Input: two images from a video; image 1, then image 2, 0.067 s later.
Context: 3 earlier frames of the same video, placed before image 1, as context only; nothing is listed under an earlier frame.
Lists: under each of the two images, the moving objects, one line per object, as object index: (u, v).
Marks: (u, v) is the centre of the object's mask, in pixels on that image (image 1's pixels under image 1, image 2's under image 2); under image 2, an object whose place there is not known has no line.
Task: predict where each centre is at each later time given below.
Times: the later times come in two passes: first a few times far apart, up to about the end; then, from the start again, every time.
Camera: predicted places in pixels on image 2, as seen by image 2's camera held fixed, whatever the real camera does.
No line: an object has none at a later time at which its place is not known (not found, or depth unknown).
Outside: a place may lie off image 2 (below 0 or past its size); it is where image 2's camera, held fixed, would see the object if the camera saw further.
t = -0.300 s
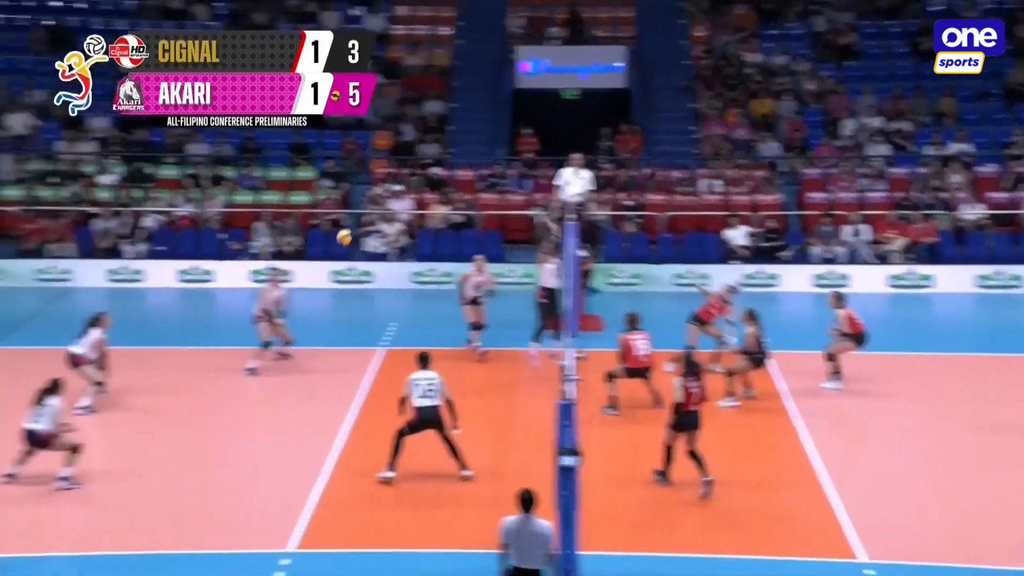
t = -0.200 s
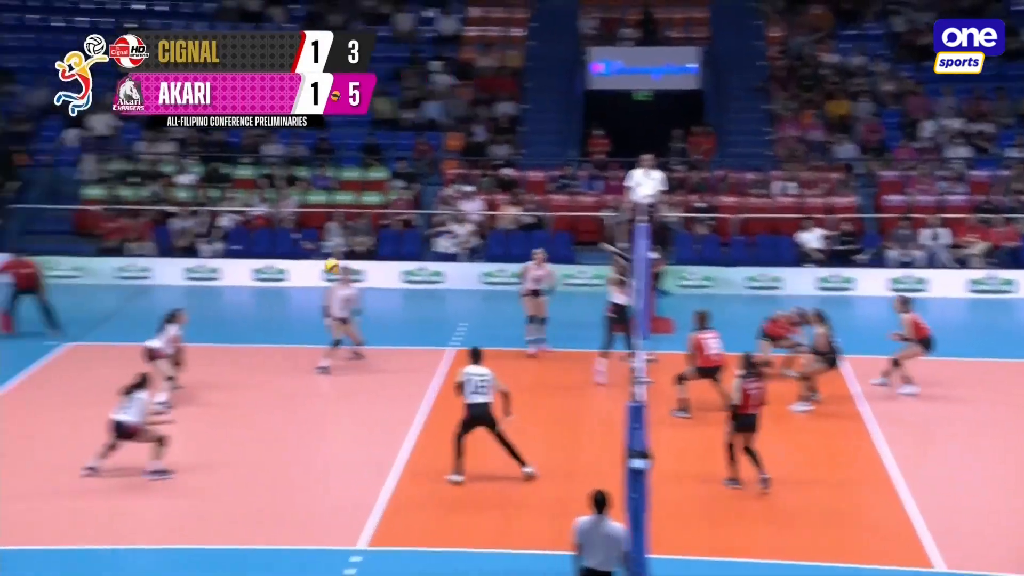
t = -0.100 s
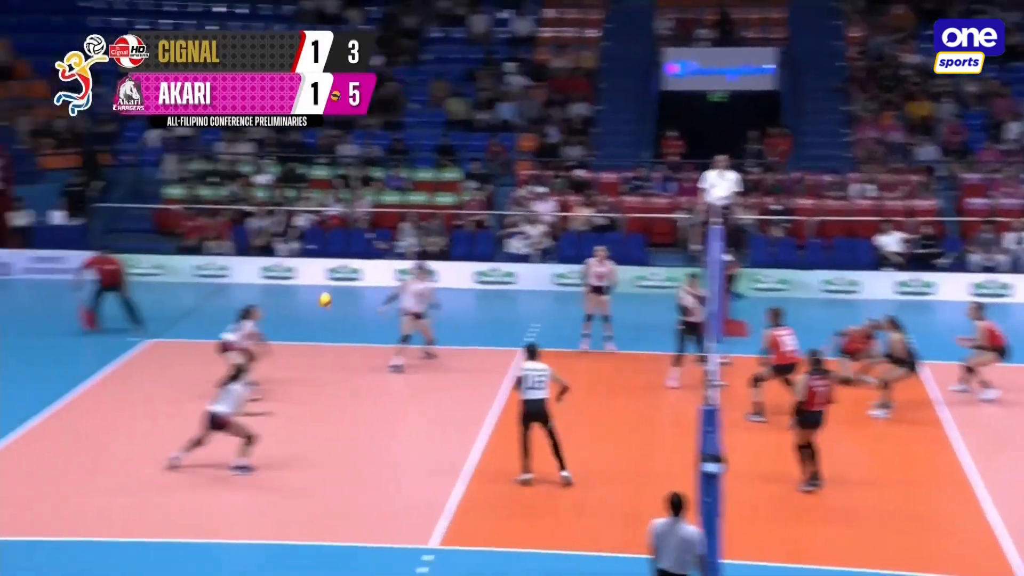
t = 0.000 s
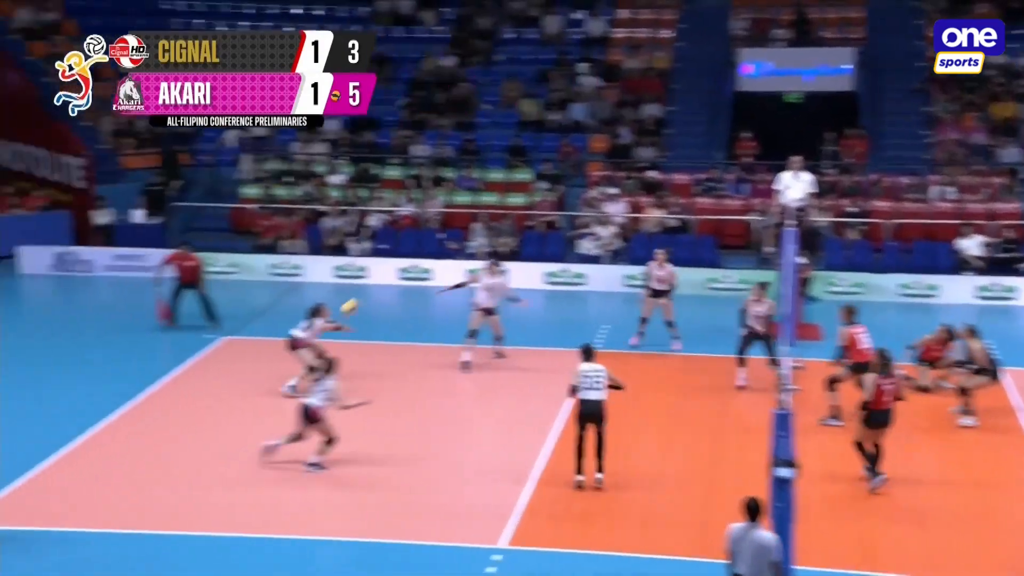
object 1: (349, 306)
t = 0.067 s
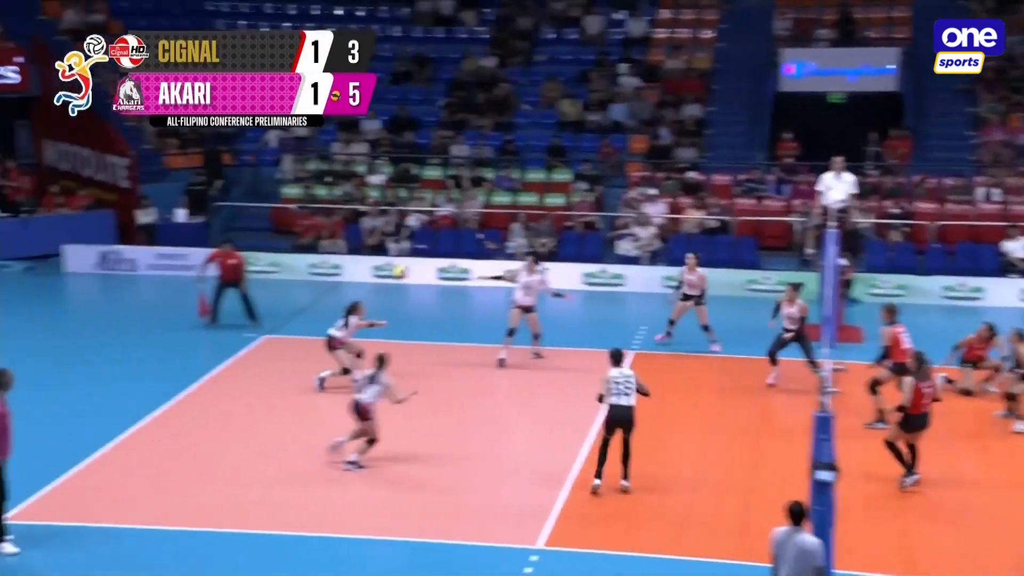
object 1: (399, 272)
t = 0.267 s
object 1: (436, 179)
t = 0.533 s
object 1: (485, 103)
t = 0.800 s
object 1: (535, 72)
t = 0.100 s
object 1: (410, 254)
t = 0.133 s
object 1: (413, 240)
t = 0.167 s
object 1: (419, 224)
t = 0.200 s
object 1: (424, 206)
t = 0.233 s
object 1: (430, 194)
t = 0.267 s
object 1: (436, 179)
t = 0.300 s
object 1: (443, 169)
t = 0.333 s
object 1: (448, 158)
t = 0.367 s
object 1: (455, 147)
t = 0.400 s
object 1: (461, 133)
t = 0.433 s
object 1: (467, 126)
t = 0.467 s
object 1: (472, 117)
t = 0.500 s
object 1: (479, 110)
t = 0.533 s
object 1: (485, 103)
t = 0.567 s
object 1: (492, 97)
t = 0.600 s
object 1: (498, 91)
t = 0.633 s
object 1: (504, 84)
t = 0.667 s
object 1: (510, 81)
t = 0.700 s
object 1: (517, 78)
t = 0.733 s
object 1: (522, 75)
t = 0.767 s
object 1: (529, 72)
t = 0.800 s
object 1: (535, 72)
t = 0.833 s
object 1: (541, 72)
